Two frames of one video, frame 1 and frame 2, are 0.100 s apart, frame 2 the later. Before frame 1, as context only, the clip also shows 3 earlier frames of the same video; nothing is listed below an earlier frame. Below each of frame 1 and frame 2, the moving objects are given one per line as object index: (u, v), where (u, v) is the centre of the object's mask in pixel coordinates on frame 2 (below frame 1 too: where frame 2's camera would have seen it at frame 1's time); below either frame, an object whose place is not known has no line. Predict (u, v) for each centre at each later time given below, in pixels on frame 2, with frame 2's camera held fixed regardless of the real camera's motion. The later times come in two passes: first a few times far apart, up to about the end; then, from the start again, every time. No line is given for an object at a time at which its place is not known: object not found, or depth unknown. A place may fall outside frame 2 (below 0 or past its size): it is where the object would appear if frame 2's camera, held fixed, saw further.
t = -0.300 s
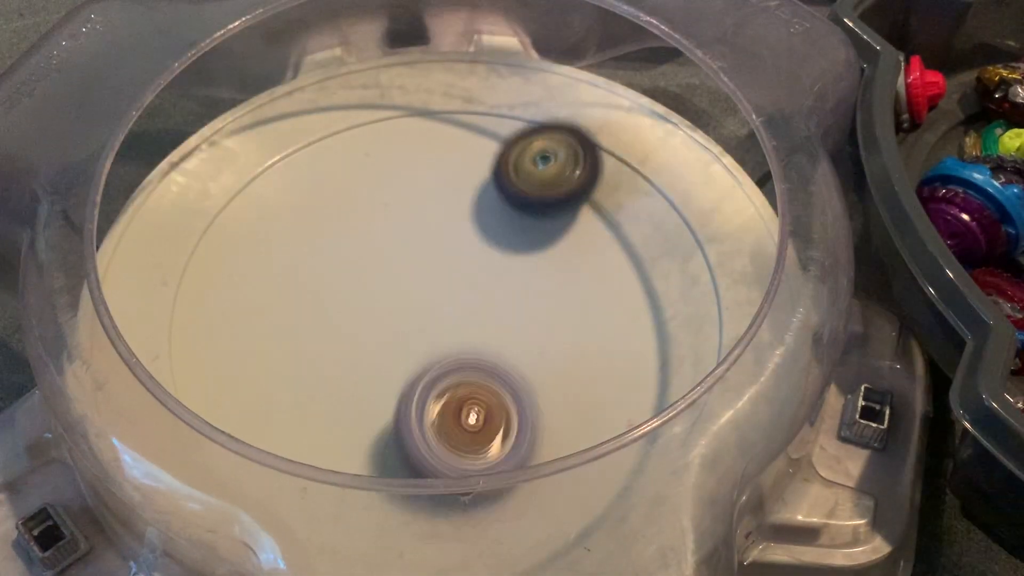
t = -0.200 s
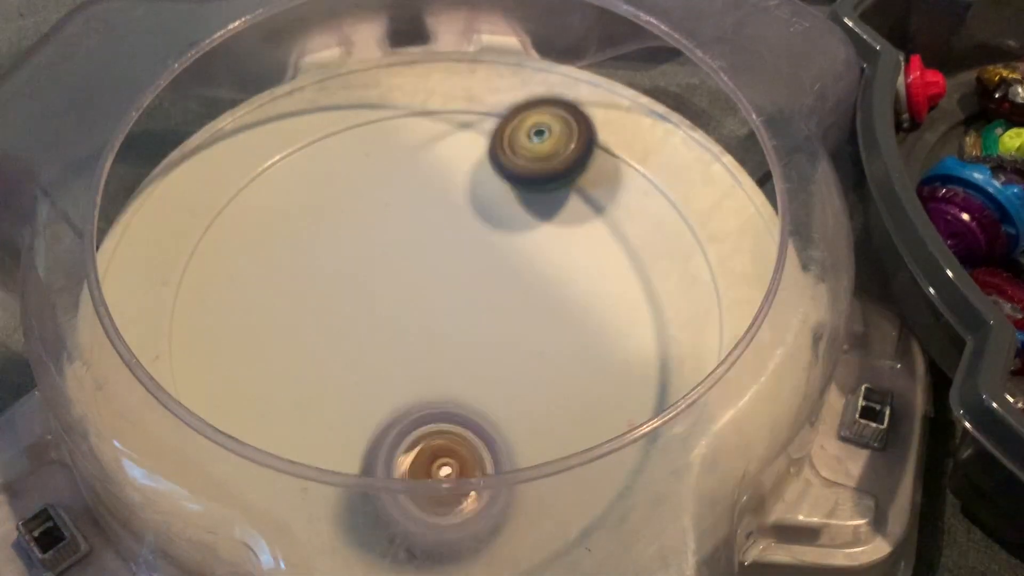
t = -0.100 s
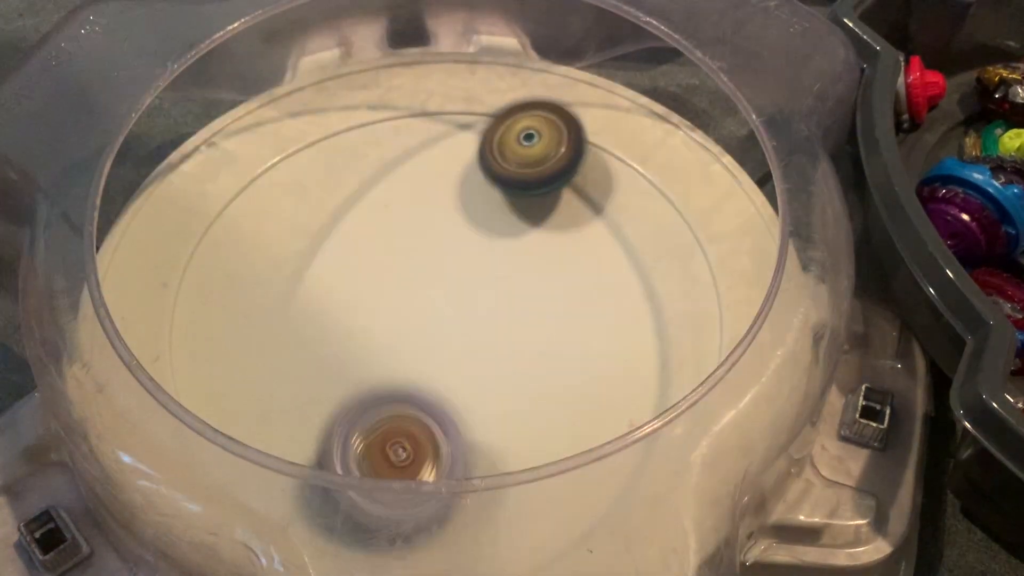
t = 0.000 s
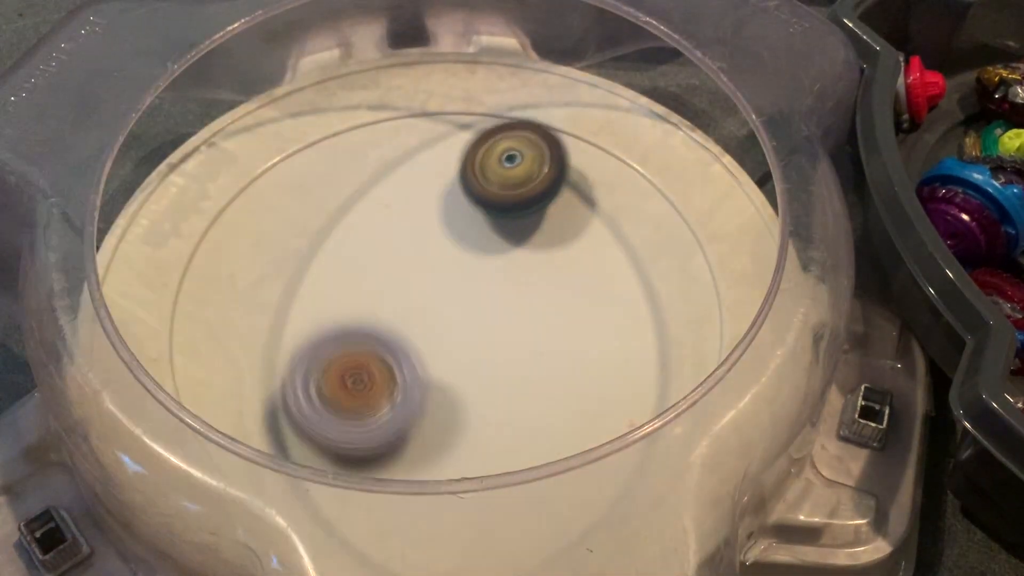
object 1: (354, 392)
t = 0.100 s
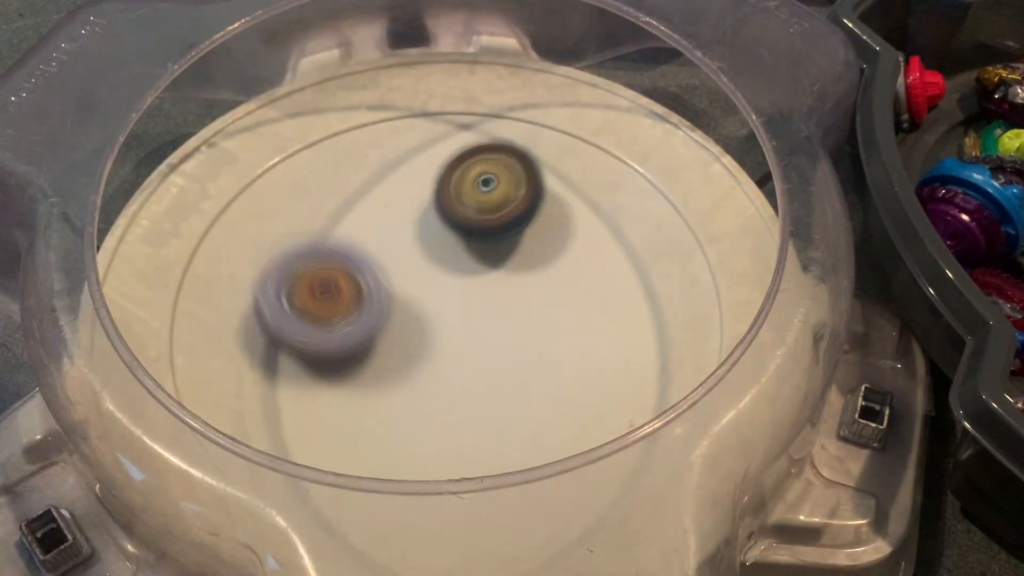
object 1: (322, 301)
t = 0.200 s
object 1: (302, 222)
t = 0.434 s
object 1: (308, 164)
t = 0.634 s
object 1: (233, 160)
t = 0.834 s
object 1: (244, 240)
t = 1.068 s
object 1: (435, 320)
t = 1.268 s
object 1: (559, 356)
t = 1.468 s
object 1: (516, 367)
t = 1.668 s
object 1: (366, 343)
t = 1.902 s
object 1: (254, 285)
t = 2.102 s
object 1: (388, 262)
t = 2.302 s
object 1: (389, 255)
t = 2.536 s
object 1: (389, 346)
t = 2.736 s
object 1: (255, 276)
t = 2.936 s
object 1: (401, 225)
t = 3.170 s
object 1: (591, 263)
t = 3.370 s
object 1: (484, 125)
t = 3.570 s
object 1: (403, 148)
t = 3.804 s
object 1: (88, 105)
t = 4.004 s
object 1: (195, 169)
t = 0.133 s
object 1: (312, 272)
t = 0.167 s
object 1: (305, 245)
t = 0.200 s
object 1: (302, 222)
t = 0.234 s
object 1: (304, 202)
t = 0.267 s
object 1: (313, 188)
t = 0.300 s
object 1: (304, 175)
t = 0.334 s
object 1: (293, 166)
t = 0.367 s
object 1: (290, 161)
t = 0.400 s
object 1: (295, 160)
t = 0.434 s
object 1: (308, 164)
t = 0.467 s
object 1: (328, 173)
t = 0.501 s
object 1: (350, 185)
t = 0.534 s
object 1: (371, 197)
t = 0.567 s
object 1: (316, 185)
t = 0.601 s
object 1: (265, 169)
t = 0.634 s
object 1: (233, 160)
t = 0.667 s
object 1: (221, 164)
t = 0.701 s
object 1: (211, 179)
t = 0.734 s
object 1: (209, 186)
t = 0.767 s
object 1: (214, 207)
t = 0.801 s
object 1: (226, 219)
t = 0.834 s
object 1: (244, 240)
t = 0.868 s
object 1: (265, 254)
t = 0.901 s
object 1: (290, 268)
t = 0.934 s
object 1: (317, 281)
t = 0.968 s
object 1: (347, 291)
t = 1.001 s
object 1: (375, 301)
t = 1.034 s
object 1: (405, 309)
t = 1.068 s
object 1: (435, 320)
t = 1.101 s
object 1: (464, 328)
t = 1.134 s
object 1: (490, 335)
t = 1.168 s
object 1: (515, 341)
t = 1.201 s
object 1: (534, 347)
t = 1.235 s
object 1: (548, 352)
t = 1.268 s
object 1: (559, 356)
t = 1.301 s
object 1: (563, 360)
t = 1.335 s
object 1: (563, 362)
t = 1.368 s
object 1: (558, 365)
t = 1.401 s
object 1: (549, 366)
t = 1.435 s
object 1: (534, 368)
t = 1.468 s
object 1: (516, 367)
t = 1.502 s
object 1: (496, 365)
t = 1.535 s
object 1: (471, 364)
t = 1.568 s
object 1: (446, 360)
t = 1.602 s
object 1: (419, 356)
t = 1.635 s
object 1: (392, 348)
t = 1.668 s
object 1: (366, 343)
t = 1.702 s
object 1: (339, 337)
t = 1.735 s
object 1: (313, 328)
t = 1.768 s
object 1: (290, 321)
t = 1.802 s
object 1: (272, 315)
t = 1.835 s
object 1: (259, 304)
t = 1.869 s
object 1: (253, 295)
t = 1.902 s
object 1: (254, 285)
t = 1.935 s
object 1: (261, 275)
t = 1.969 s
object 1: (276, 266)
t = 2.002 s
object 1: (296, 261)
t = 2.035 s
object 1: (322, 258)
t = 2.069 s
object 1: (353, 258)
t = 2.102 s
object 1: (388, 262)
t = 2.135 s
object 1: (392, 255)
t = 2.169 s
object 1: (384, 248)
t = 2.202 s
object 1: (379, 241)
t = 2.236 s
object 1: (378, 241)
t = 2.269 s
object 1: (382, 247)
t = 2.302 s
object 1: (389, 255)
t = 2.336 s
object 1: (399, 266)
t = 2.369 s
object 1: (410, 281)
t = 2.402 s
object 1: (421, 299)
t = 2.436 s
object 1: (431, 319)
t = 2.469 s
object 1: (441, 341)
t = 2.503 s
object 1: (430, 354)
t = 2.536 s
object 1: (389, 346)
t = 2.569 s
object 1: (348, 336)
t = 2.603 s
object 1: (315, 328)
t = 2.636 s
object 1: (288, 316)
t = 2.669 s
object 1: (269, 304)
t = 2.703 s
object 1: (258, 290)
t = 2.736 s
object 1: (255, 276)
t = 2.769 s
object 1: (261, 262)
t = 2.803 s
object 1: (278, 250)
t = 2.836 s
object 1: (300, 239)
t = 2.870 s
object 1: (330, 229)
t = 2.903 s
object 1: (363, 226)
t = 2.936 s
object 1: (401, 225)
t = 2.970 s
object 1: (439, 229)
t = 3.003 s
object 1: (476, 236)
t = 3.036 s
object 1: (512, 245)
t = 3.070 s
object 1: (547, 259)
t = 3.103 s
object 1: (573, 268)
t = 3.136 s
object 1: (584, 264)
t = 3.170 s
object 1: (591, 263)
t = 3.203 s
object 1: (586, 251)
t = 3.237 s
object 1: (565, 214)
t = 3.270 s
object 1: (545, 186)
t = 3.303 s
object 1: (523, 160)
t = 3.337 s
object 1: (504, 140)
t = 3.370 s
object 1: (484, 125)
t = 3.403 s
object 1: (464, 117)
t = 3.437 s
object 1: (447, 112)
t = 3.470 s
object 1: (432, 115)
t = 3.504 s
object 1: (419, 121)
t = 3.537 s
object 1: (409, 134)
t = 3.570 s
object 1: (403, 148)
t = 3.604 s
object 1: (399, 174)
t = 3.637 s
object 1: (399, 194)
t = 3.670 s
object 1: (403, 214)
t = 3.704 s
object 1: (407, 232)
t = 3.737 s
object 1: (282, 192)
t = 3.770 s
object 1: (168, 143)
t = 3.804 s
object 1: (88, 105)
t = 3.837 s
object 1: (128, 129)
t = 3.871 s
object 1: (140, 134)
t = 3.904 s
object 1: (144, 139)
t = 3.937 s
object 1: (164, 160)
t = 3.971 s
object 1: (174, 166)
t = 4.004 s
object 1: (195, 169)
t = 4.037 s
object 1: (221, 185)
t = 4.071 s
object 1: (191, 221)
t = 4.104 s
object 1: (149, 263)
